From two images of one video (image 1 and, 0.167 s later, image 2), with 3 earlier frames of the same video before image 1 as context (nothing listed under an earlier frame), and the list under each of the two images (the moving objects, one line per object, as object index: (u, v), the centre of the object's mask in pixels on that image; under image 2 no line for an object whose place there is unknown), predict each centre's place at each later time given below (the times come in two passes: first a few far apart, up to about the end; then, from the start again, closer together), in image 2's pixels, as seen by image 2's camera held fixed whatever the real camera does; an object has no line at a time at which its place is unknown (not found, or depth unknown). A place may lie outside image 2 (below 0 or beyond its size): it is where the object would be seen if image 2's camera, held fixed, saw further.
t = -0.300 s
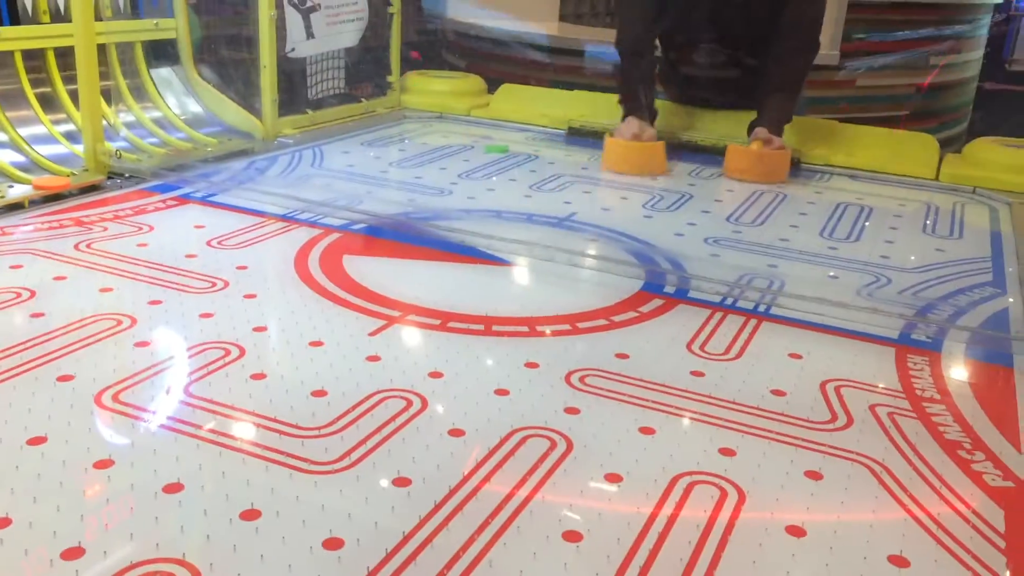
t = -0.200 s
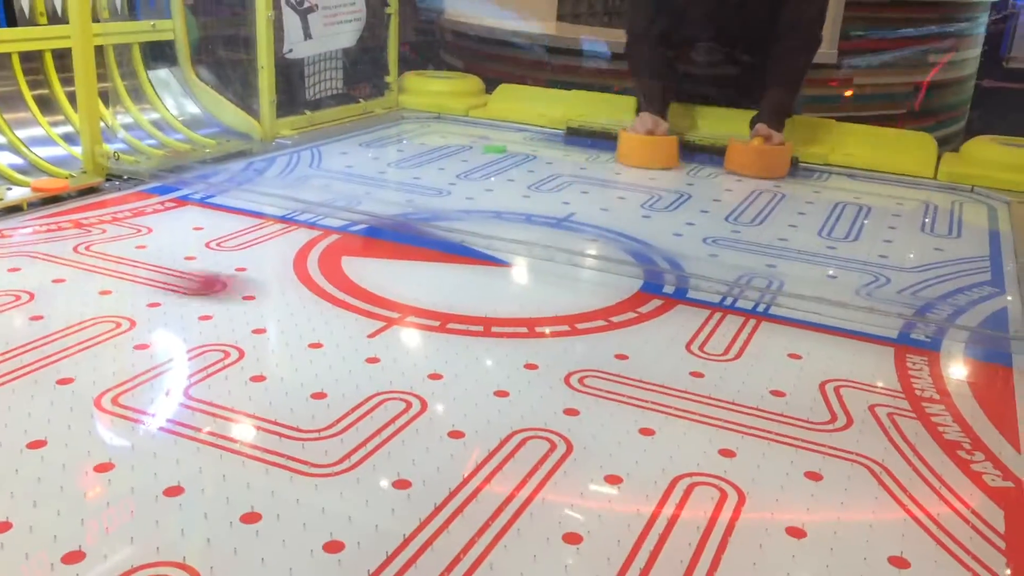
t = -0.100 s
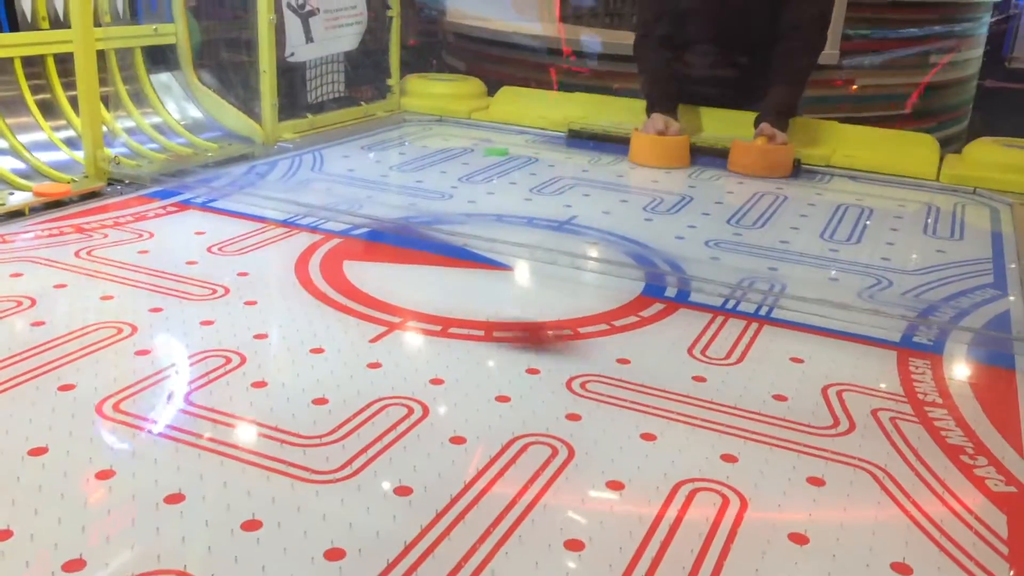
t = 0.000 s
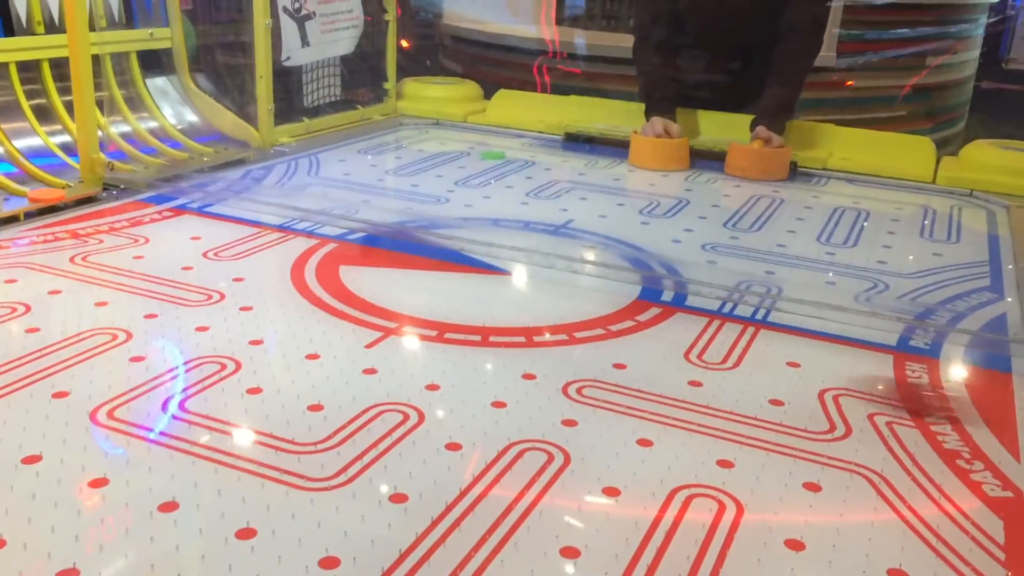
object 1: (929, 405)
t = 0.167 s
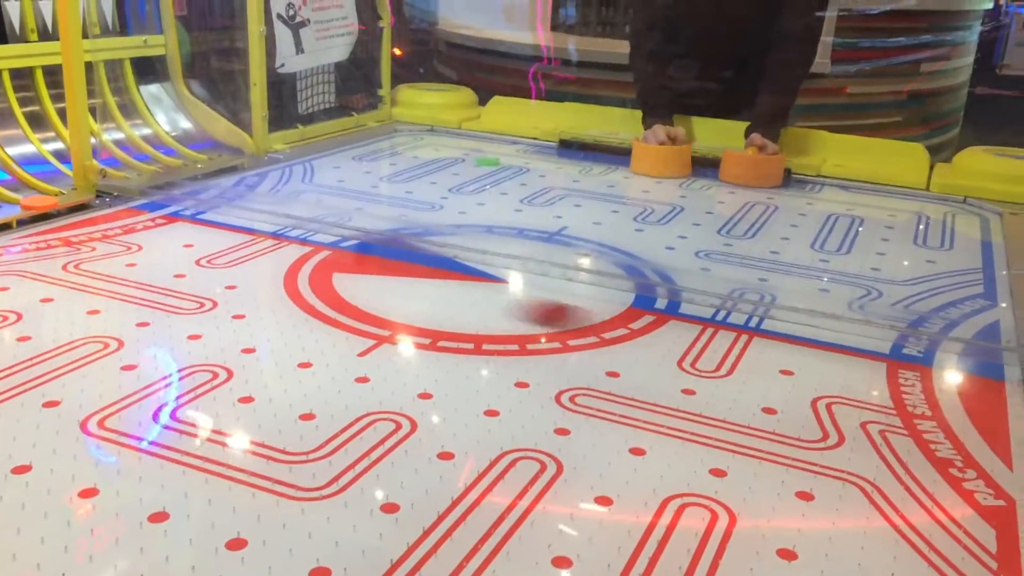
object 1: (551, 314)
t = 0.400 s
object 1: (123, 213)
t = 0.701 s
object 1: (588, 312)
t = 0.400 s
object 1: (123, 213)
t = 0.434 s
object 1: (158, 220)
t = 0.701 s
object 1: (588, 312)
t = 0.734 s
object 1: (653, 326)
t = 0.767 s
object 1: (732, 342)
